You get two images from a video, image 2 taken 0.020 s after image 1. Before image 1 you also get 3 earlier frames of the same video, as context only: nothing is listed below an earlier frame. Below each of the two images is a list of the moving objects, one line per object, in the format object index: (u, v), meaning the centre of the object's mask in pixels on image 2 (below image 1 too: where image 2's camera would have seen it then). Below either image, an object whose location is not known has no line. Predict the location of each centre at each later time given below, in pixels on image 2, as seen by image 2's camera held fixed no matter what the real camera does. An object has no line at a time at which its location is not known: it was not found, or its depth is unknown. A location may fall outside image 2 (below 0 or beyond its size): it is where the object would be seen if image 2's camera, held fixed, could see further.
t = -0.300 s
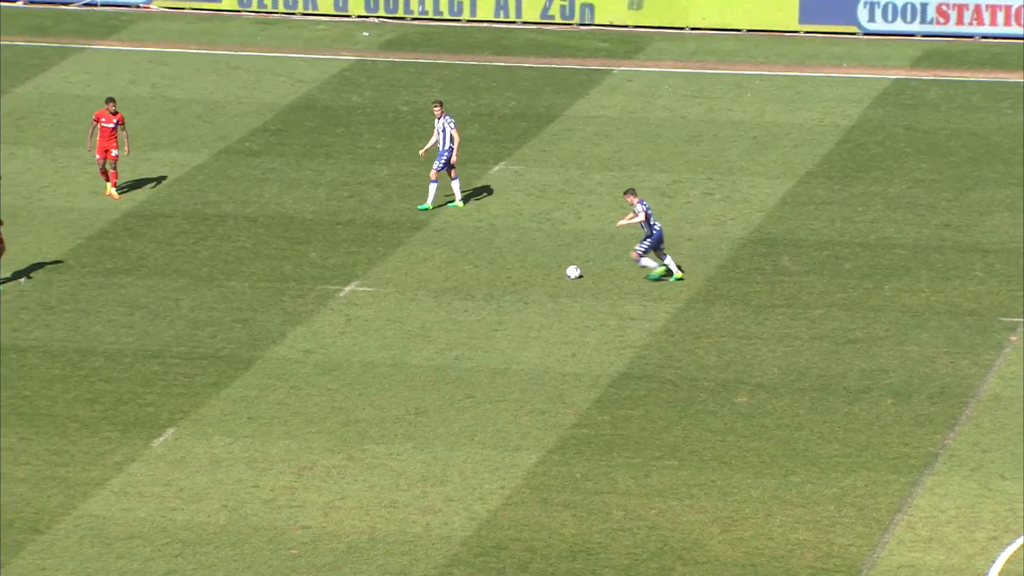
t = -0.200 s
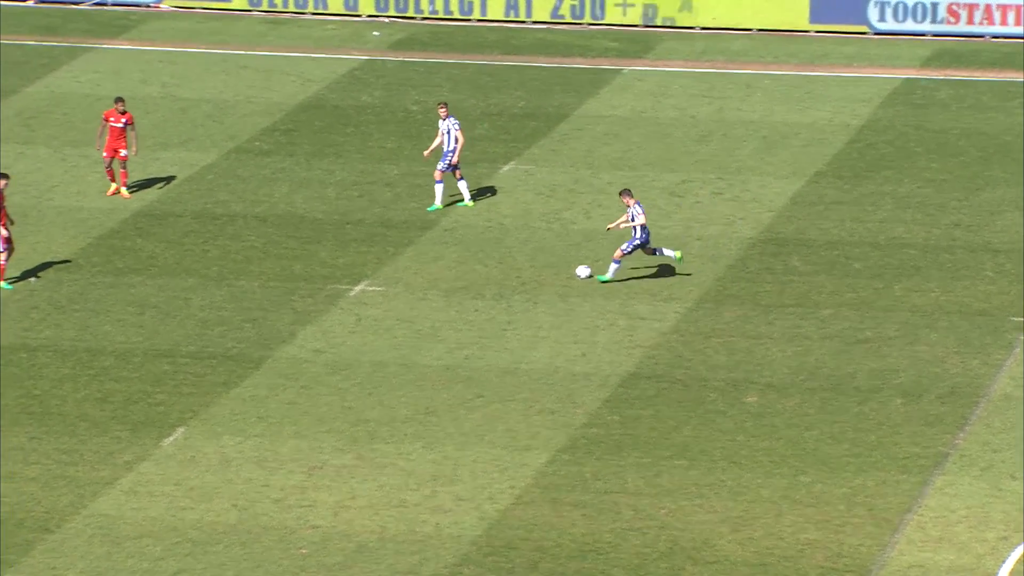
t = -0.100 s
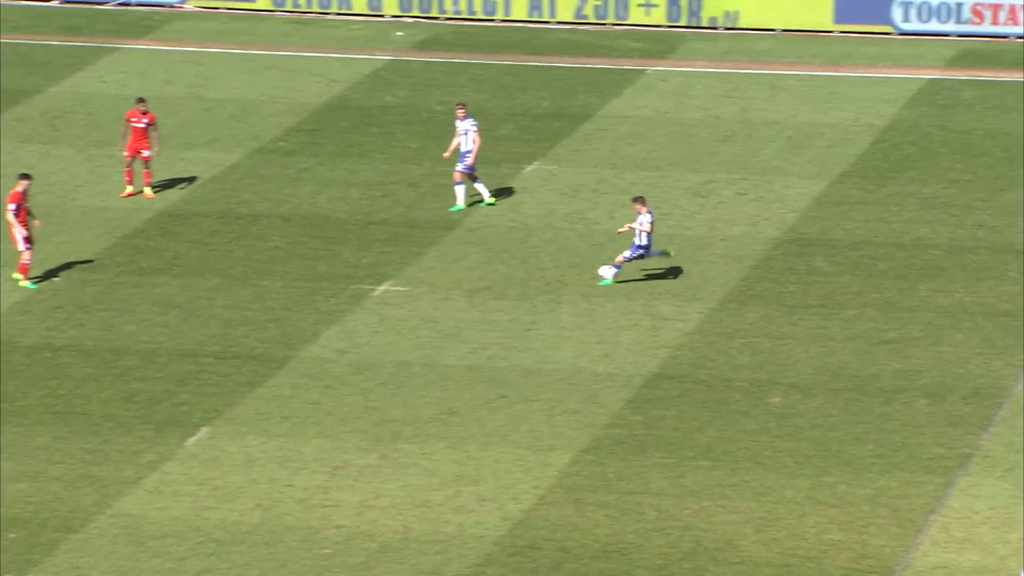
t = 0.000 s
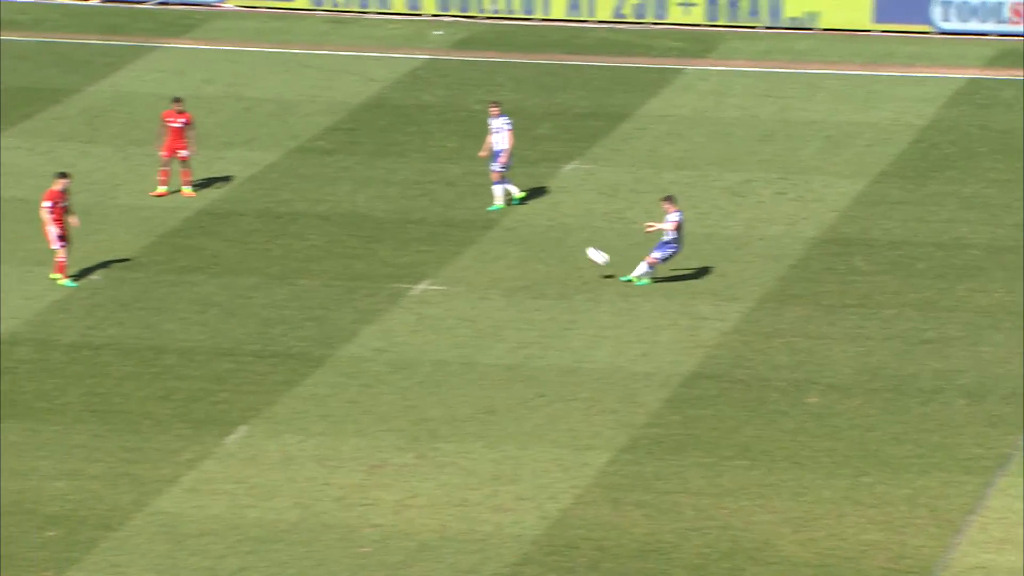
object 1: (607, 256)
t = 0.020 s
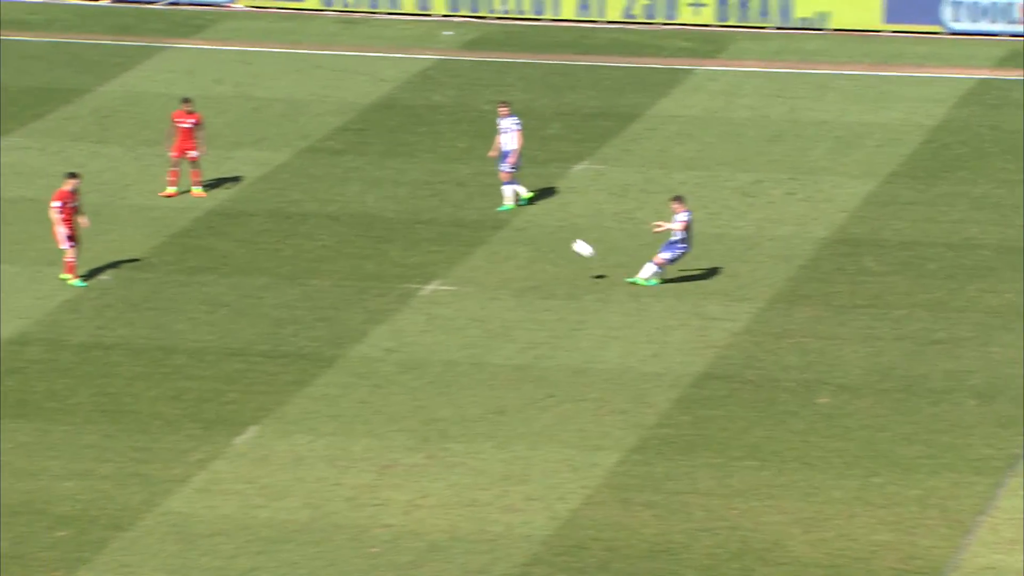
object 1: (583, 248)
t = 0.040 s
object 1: (559, 240)
